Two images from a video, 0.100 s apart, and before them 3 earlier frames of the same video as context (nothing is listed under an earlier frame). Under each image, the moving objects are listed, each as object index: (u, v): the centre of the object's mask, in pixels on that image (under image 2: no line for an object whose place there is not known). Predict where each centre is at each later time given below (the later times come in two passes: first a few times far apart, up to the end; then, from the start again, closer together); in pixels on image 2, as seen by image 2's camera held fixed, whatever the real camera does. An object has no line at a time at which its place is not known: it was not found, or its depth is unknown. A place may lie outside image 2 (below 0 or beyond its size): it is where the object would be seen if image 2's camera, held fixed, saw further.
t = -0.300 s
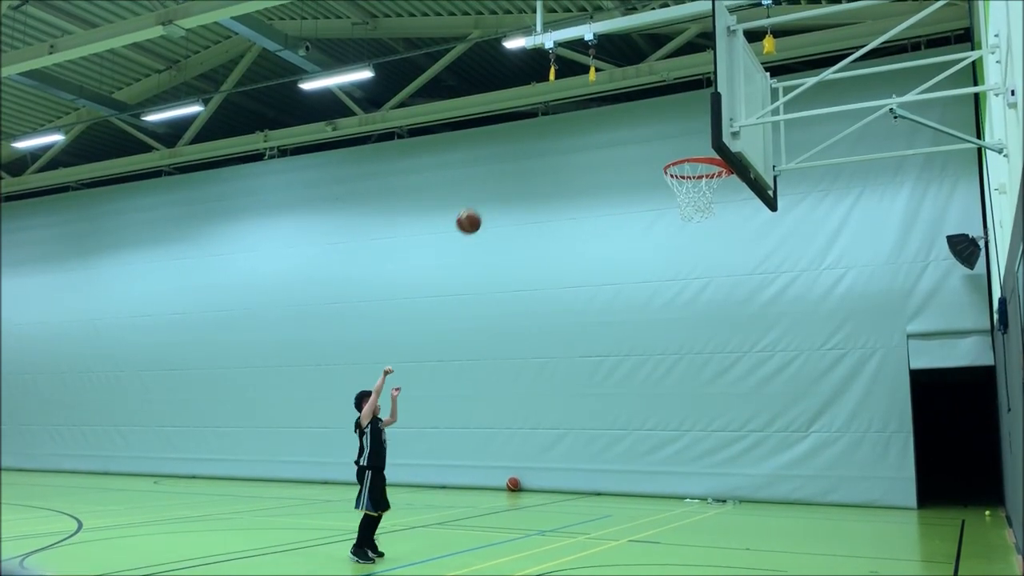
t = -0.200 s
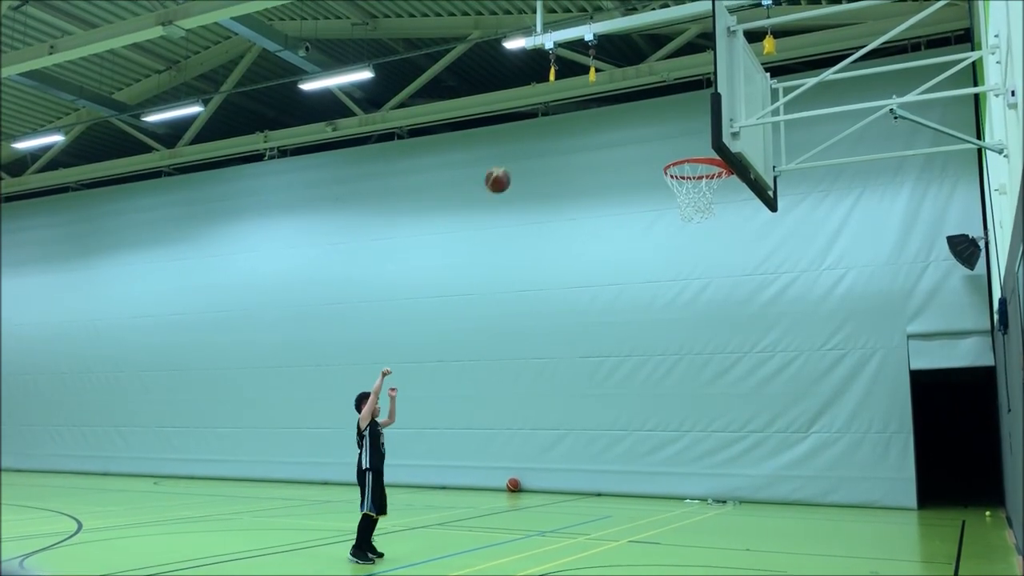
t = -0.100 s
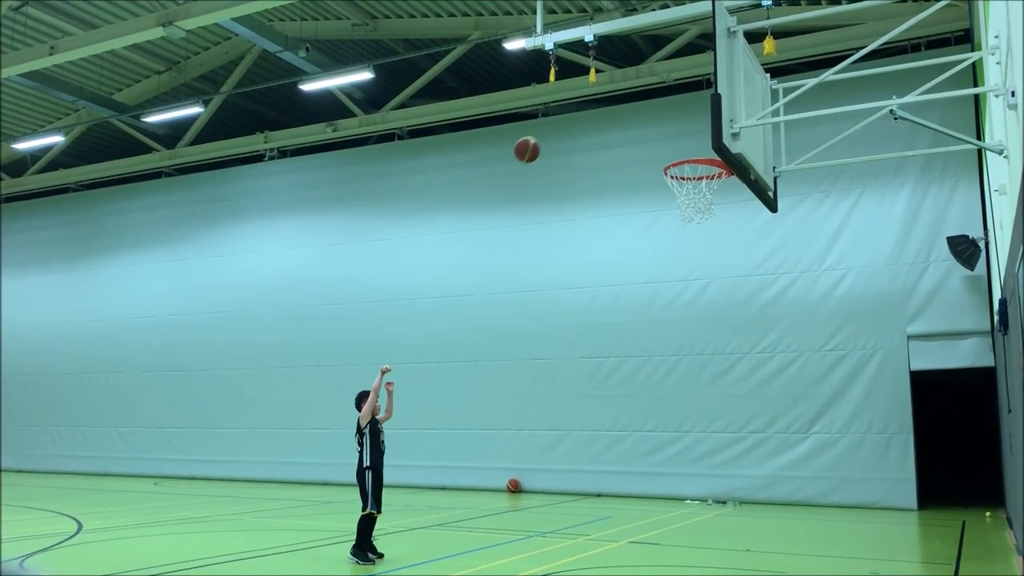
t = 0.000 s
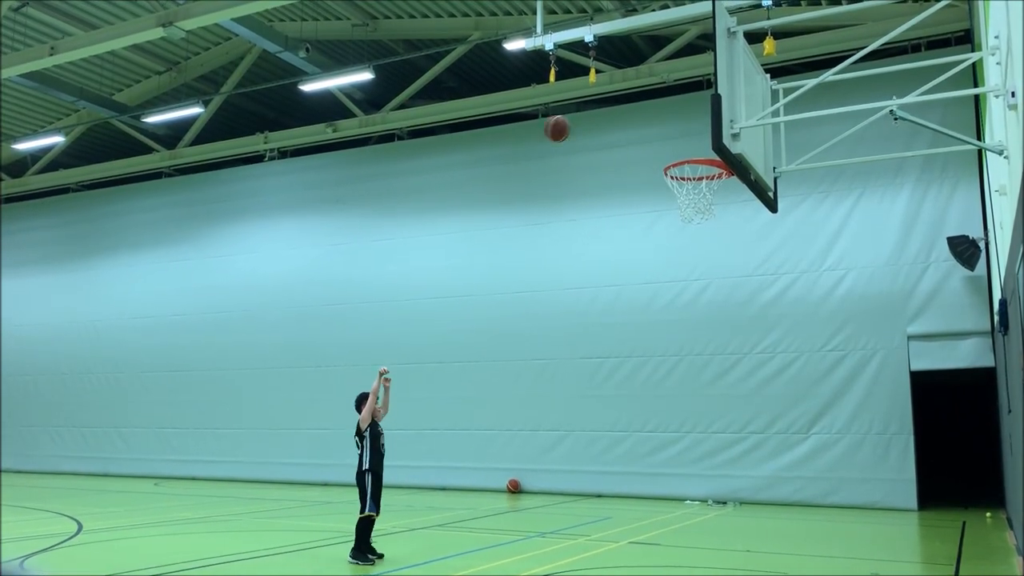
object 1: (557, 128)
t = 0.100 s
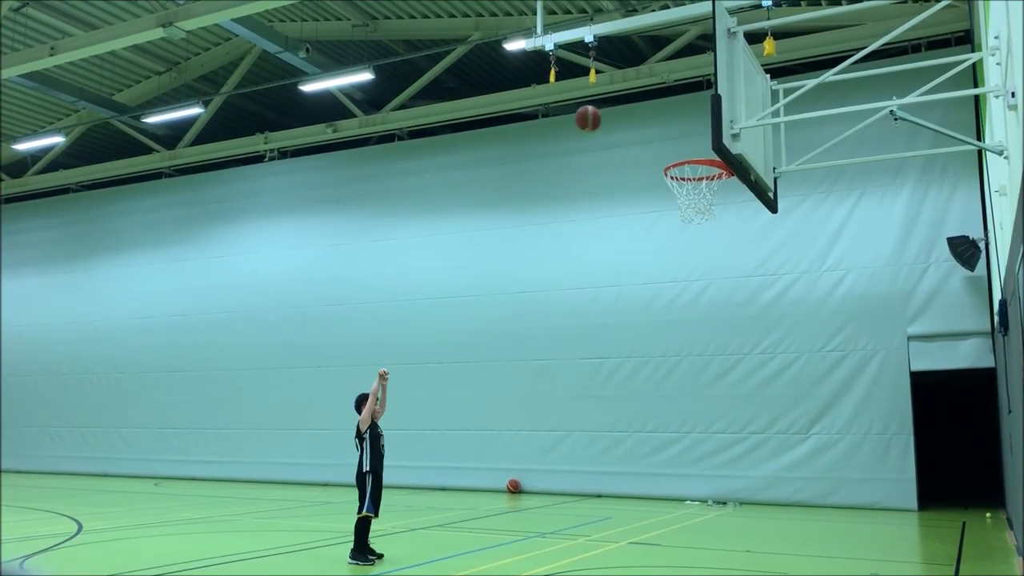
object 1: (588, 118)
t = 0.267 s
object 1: (641, 128)
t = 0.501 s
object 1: (720, 194)
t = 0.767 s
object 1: (709, 222)
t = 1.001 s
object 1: (697, 322)
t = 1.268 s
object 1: (689, 542)
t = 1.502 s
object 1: (649, 467)
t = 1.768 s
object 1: (599, 388)
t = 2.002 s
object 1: (558, 402)
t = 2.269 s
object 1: (512, 511)
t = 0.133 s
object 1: (598, 118)
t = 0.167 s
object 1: (608, 118)
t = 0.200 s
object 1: (619, 120)
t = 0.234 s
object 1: (630, 123)
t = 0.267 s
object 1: (641, 128)
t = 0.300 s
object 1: (652, 134)
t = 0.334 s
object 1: (663, 141)
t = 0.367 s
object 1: (674, 149)
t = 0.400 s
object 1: (685, 159)
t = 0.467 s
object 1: (710, 185)
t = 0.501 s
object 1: (720, 194)
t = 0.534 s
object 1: (723, 195)
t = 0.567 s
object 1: (722, 193)
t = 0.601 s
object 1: (719, 198)
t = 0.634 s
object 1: (718, 200)
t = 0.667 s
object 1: (716, 203)
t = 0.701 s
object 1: (713, 208)
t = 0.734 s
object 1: (711, 214)
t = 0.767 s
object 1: (709, 222)
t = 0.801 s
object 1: (707, 231)
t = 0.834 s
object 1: (705, 243)
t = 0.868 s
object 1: (704, 256)
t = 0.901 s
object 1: (702, 270)
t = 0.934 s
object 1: (701, 286)
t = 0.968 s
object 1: (699, 304)
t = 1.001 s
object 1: (697, 322)
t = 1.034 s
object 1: (696, 344)
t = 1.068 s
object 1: (695, 366)
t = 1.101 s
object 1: (693, 390)
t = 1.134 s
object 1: (692, 416)
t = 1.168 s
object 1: (691, 444)
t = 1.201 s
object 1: (690, 475)
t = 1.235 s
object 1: (690, 507)
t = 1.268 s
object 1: (689, 542)
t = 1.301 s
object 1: (689, 571)
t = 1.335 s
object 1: (683, 569)
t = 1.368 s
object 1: (676, 547)
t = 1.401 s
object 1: (670, 525)
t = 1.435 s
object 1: (662, 504)
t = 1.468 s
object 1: (656, 484)
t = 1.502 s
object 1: (649, 467)
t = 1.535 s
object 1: (642, 450)
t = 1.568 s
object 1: (636, 437)
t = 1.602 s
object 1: (629, 425)
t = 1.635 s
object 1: (623, 414)
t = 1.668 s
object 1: (617, 405)
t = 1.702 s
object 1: (611, 398)
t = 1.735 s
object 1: (605, 392)
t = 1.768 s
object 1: (599, 388)
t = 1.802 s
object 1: (593, 385)
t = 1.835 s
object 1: (587, 384)
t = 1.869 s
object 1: (581, 385)
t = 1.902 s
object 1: (575, 387)
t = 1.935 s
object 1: (570, 390)
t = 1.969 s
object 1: (564, 395)
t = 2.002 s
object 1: (558, 402)
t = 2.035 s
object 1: (552, 410)
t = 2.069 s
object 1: (547, 419)
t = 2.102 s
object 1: (541, 431)
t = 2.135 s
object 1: (535, 443)
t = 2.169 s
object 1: (530, 458)
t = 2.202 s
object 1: (518, 492)
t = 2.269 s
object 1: (512, 511)
